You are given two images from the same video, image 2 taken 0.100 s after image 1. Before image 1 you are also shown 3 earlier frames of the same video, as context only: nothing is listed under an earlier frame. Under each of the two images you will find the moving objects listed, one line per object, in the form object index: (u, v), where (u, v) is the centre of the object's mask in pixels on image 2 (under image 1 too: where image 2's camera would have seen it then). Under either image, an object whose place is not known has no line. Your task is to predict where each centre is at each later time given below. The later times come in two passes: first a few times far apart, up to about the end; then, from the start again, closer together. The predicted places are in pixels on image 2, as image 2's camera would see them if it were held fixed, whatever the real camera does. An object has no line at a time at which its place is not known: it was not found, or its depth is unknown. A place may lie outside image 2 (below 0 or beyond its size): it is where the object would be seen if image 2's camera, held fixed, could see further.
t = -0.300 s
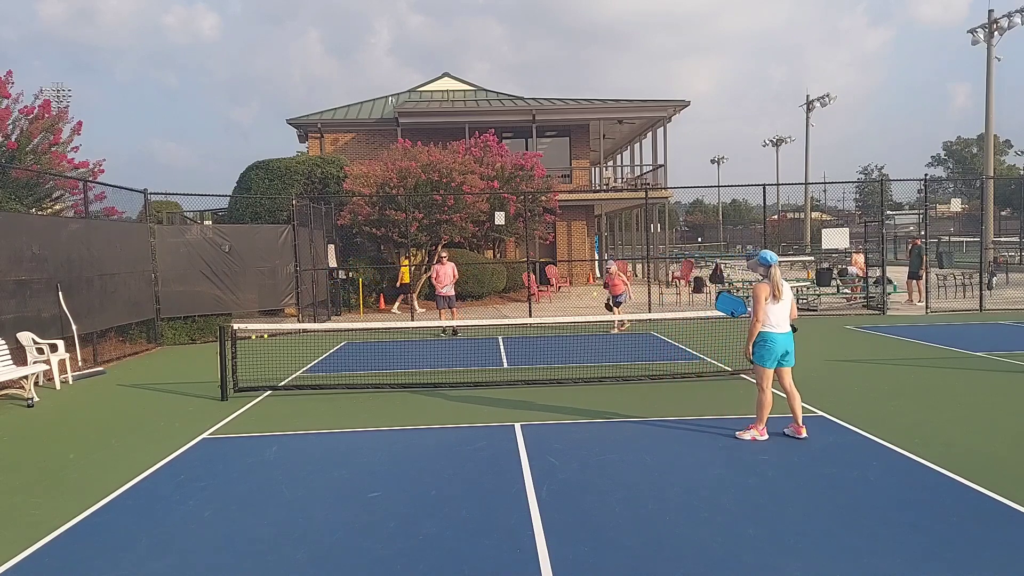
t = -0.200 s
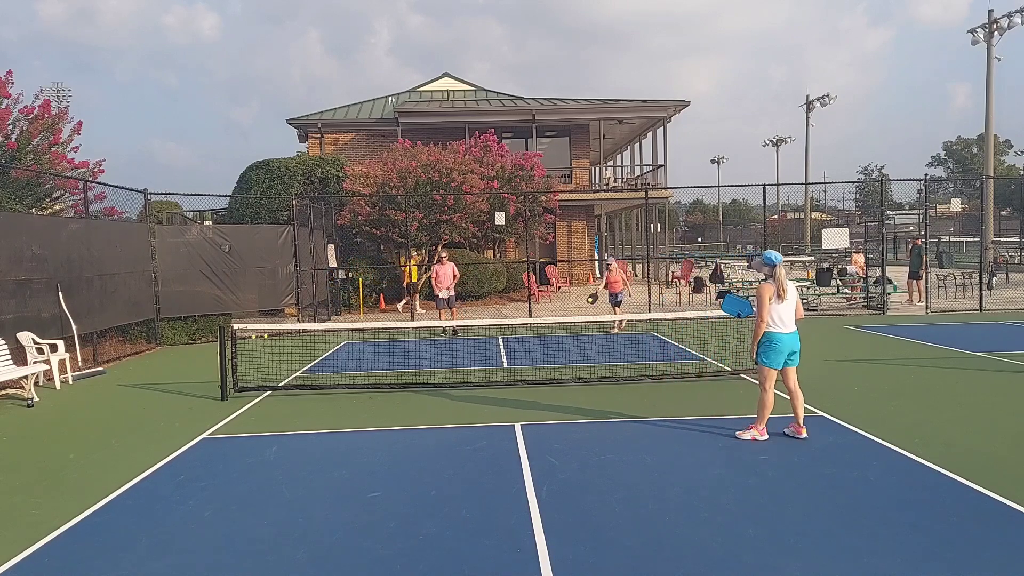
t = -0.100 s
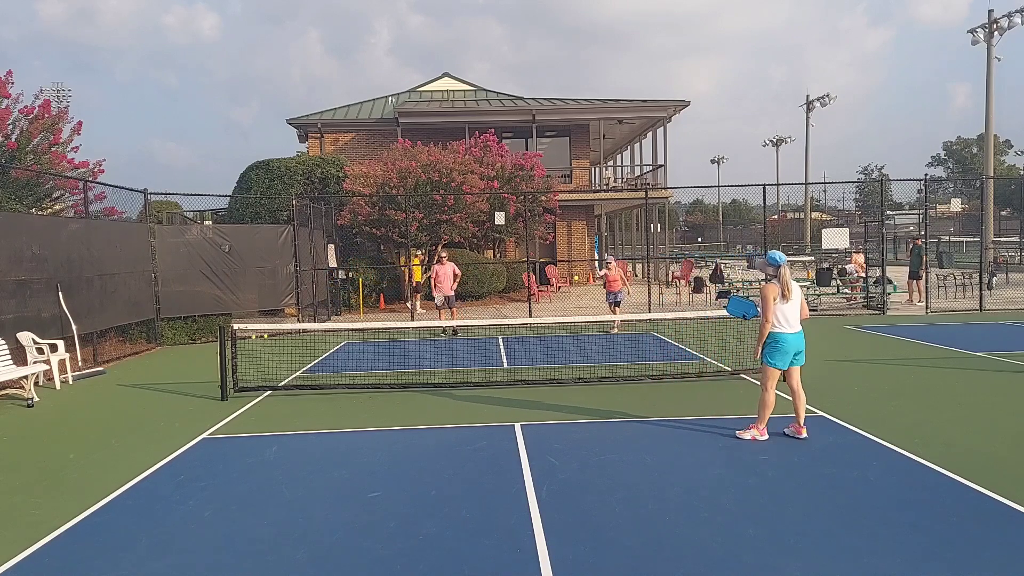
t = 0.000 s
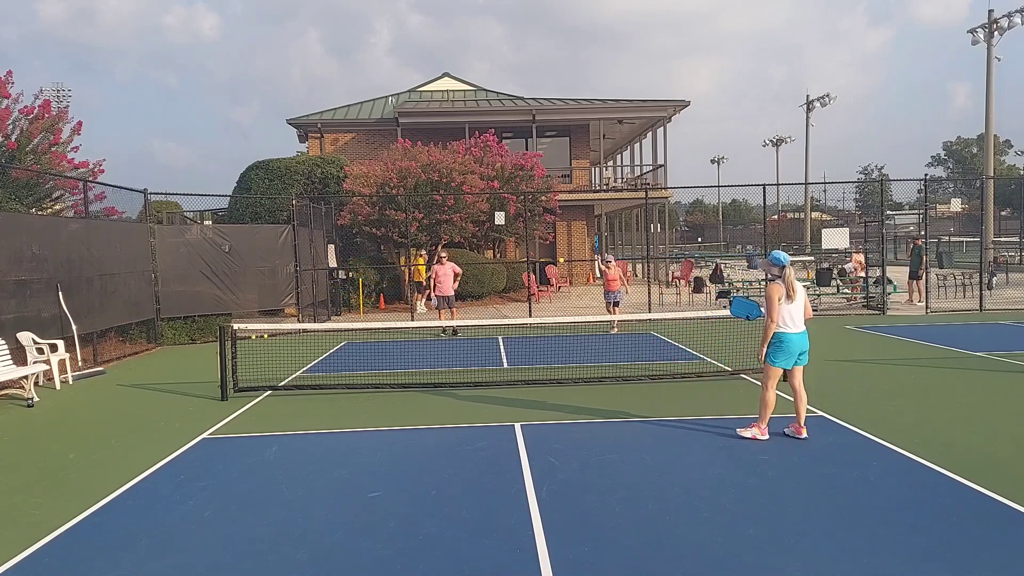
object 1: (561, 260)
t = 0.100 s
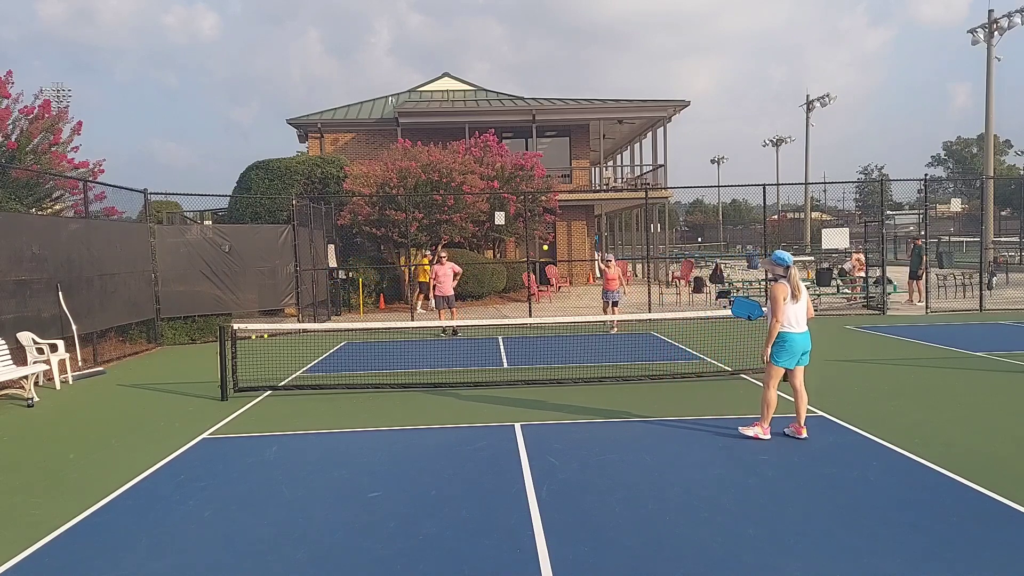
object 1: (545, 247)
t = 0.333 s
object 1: (501, 244)
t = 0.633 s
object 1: (421, 332)
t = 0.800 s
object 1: (353, 469)
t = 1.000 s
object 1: (266, 467)
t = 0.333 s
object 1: (501, 244)
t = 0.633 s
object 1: (421, 332)
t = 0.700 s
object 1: (397, 376)
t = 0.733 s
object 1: (383, 403)
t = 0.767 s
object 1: (369, 434)
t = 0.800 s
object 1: (353, 469)
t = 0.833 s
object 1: (336, 507)
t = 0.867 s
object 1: (324, 496)
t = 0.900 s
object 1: (311, 487)
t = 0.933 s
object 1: (297, 478)
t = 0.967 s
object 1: (282, 472)
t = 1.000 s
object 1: (266, 467)
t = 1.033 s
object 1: (249, 464)
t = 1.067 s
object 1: (231, 462)
